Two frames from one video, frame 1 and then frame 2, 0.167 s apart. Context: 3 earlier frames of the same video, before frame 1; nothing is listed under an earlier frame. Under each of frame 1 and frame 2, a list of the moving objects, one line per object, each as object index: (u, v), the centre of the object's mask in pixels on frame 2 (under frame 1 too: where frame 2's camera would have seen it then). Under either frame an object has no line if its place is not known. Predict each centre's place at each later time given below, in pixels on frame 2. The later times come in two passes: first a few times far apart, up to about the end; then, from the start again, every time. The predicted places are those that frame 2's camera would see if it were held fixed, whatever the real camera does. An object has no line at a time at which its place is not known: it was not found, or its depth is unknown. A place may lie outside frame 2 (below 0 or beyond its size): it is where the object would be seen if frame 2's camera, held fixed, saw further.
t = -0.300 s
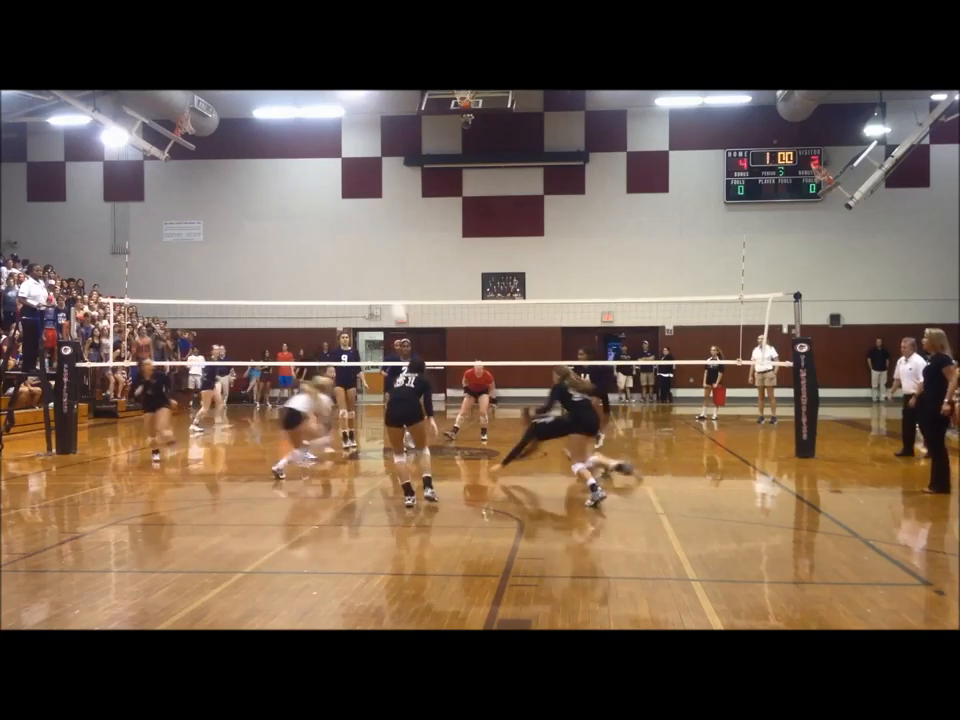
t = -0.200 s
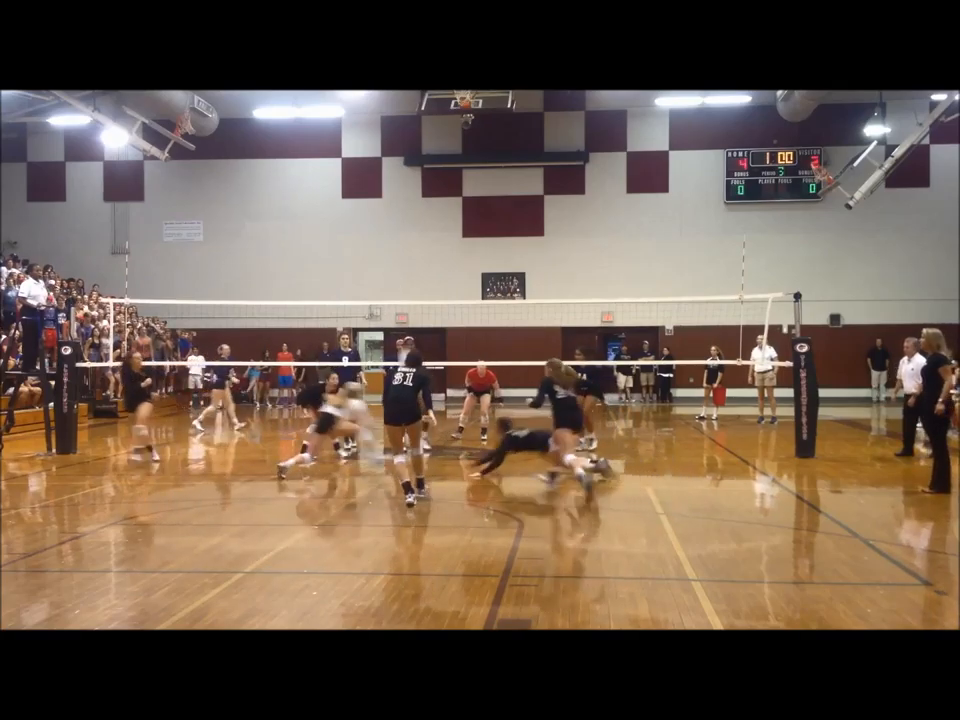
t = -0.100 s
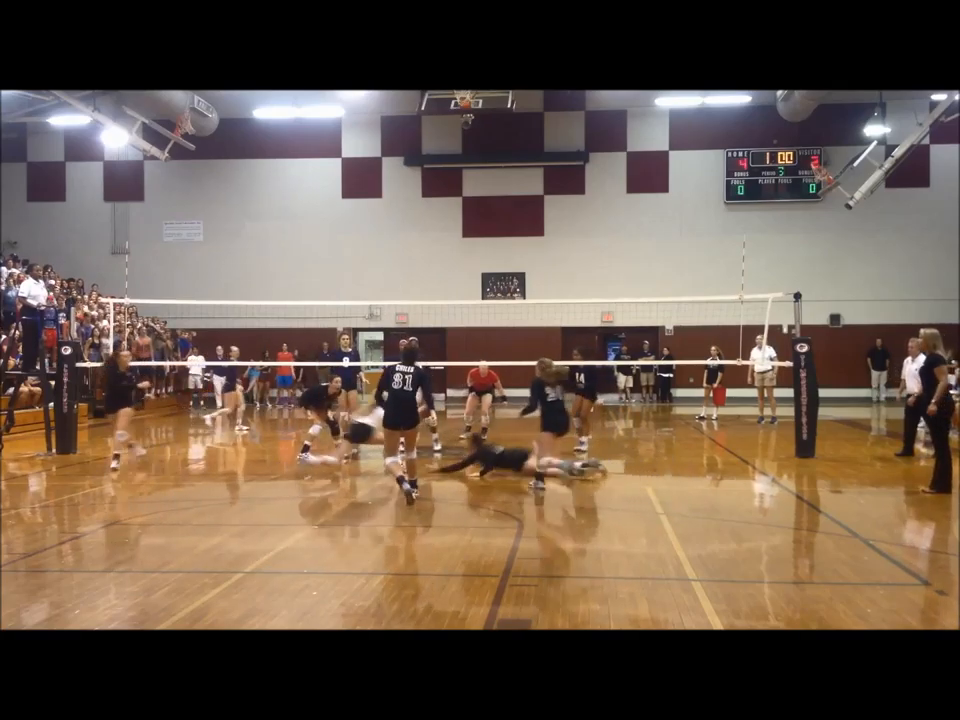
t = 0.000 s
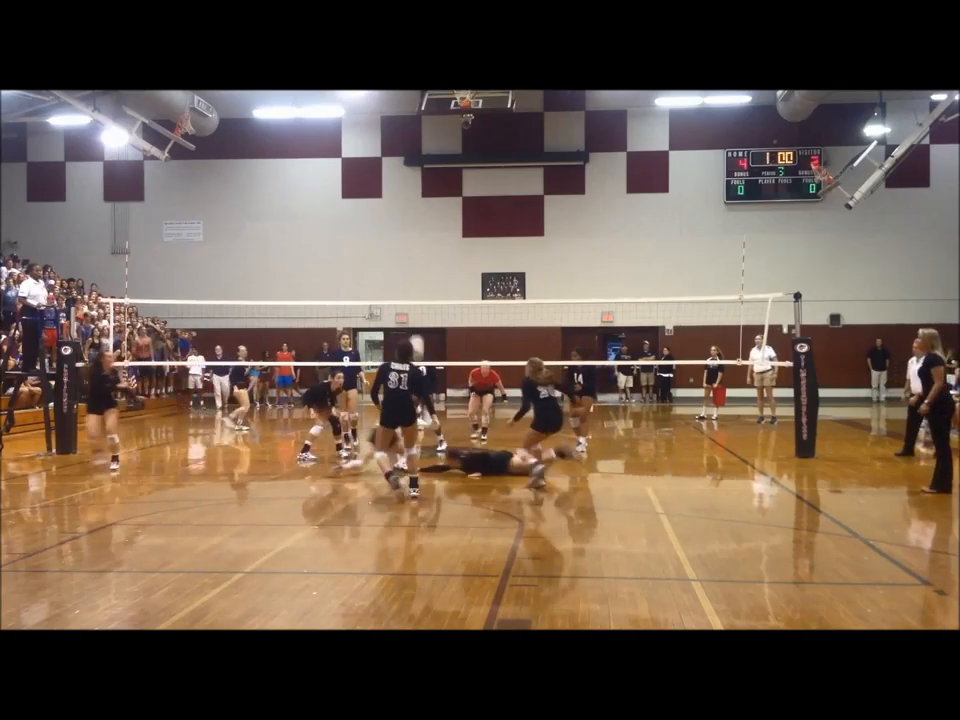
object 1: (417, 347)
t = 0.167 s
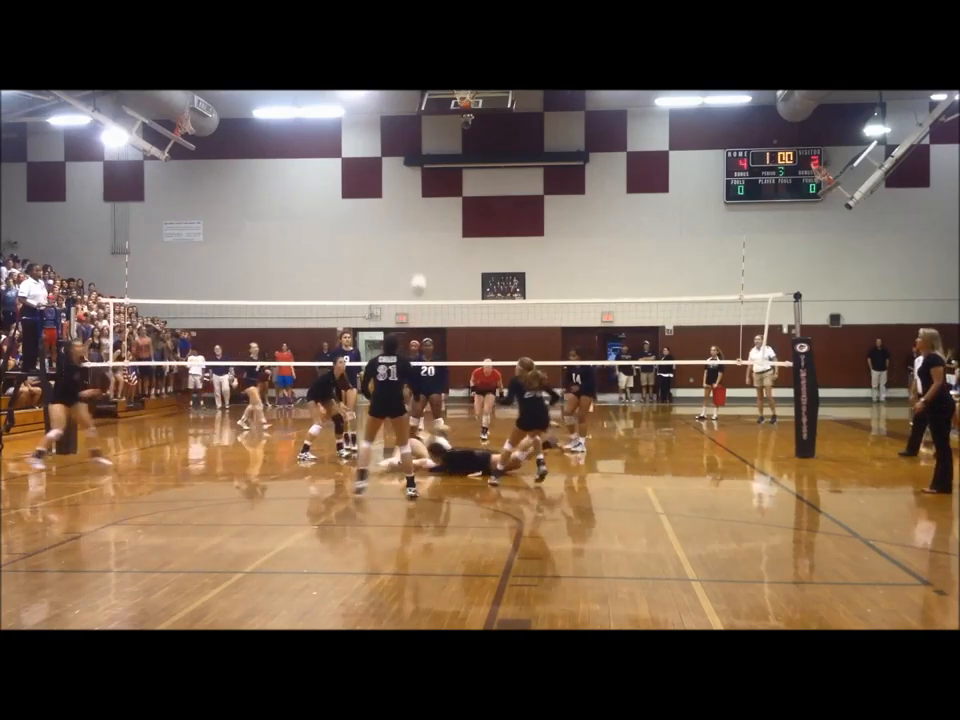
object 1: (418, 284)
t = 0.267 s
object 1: (419, 256)
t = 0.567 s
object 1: (422, 219)
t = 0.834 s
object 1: (425, 245)
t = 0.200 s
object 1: (418, 274)
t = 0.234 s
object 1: (419, 265)
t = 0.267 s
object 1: (419, 256)
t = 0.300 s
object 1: (420, 249)
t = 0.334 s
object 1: (420, 242)
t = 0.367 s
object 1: (420, 237)
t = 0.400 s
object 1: (421, 231)
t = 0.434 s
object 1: (421, 227)
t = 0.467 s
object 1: (421, 224)
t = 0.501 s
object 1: (421, 221)
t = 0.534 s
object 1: (422, 220)
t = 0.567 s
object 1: (422, 219)
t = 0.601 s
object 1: (422, 219)
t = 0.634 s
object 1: (423, 220)
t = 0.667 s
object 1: (423, 222)
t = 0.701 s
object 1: (423, 225)
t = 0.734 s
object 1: (424, 228)
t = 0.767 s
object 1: (424, 233)
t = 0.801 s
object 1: (425, 238)
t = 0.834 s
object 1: (425, 245)
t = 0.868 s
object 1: (425, 252)
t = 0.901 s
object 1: (426, 260)
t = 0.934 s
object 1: (426, 270)
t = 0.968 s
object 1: (427, 280)
